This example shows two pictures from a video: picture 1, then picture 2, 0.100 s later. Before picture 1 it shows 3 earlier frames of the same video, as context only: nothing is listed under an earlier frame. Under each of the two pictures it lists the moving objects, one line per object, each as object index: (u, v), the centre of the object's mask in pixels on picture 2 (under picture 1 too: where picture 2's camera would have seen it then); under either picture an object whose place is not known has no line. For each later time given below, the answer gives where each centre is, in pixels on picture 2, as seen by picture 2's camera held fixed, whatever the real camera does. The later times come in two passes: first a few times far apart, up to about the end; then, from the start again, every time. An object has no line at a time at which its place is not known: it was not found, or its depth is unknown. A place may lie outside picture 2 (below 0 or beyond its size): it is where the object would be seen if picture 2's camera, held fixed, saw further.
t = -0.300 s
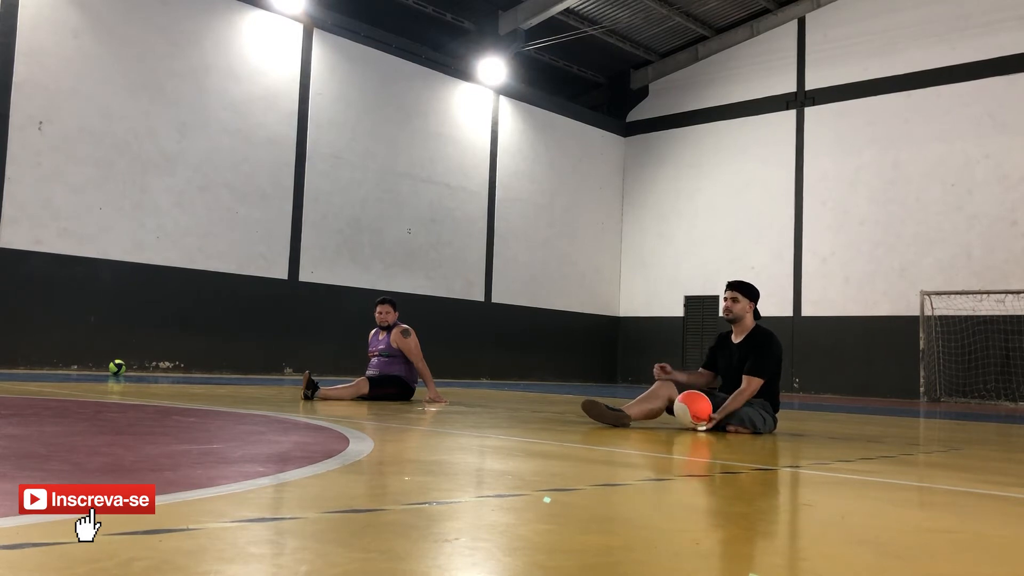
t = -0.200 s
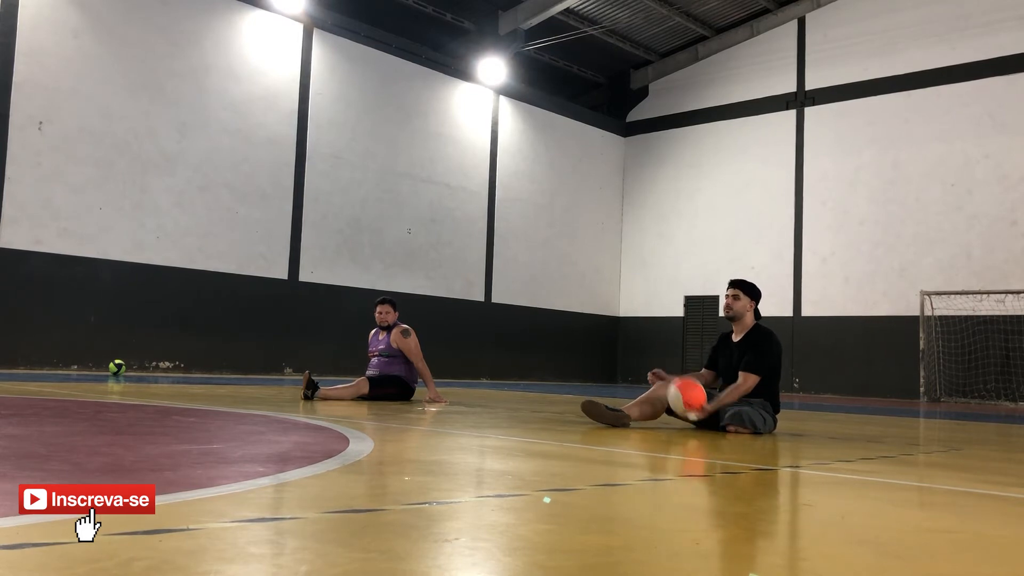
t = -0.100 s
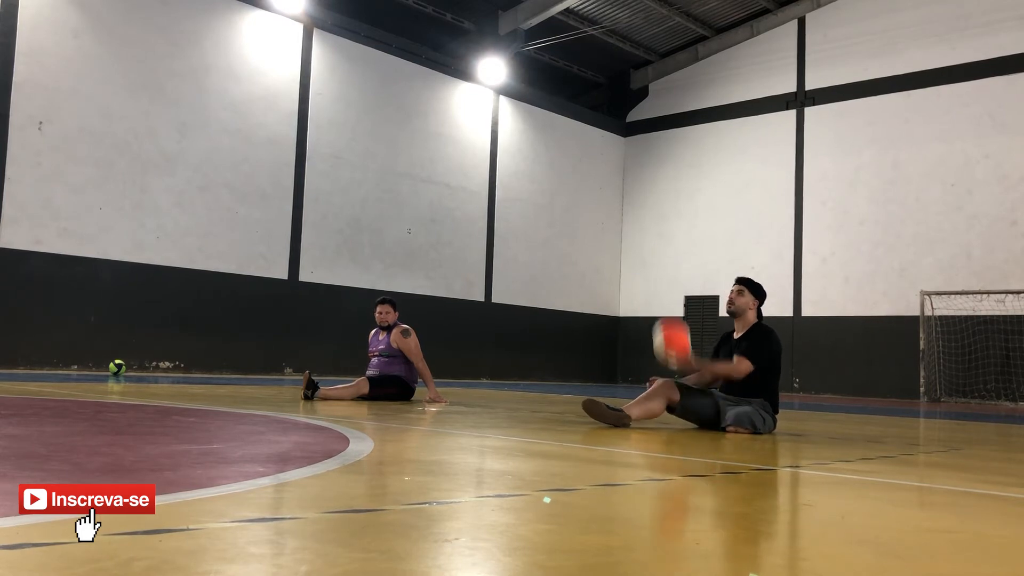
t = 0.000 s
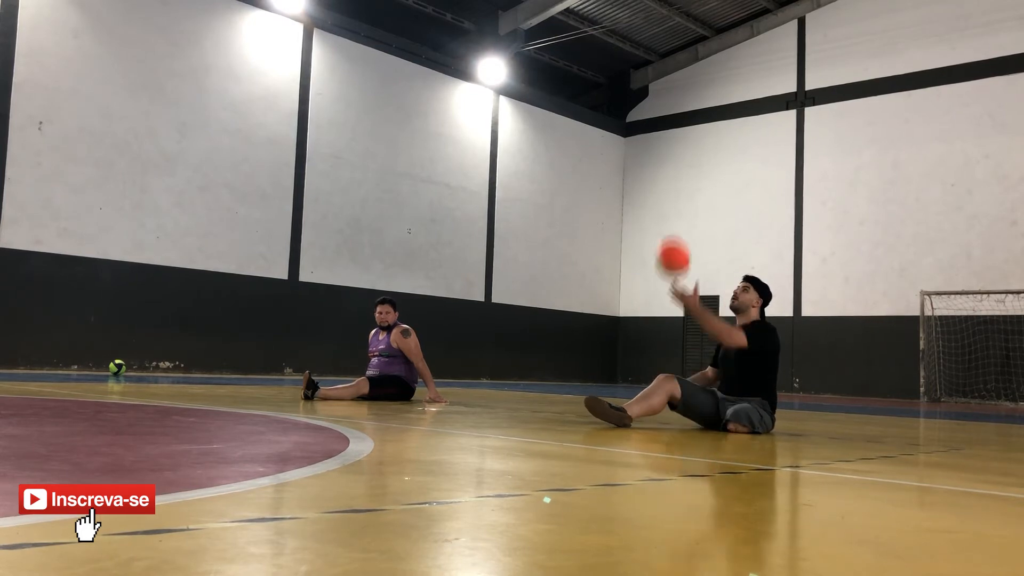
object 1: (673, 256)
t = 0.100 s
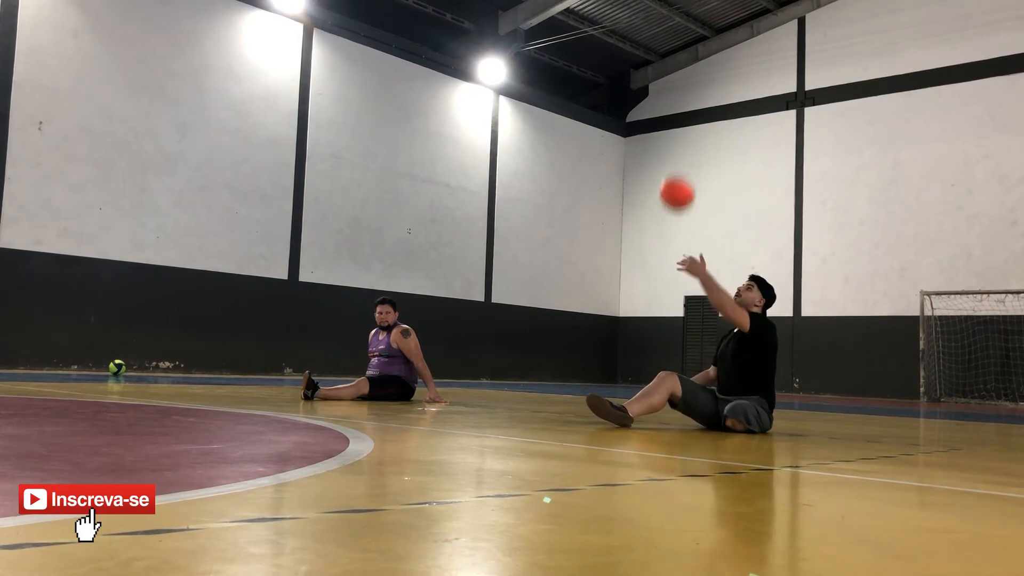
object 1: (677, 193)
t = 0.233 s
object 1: (683, 134)
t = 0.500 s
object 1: (692, 109)
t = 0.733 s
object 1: (696, 181)
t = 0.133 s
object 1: (678, 176)
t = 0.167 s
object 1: (679, 161)
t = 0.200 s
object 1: (680, 148)
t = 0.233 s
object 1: (683, 134)
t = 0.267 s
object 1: (684, 125)
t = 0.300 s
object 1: (685, 117)
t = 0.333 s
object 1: (686, 112)
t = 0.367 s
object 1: (688, 108)
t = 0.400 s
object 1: (689, 106)
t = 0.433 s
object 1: (690, 105)
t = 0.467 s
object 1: (691, 106)
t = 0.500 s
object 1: (692, 109)
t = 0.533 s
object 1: (692, 114)
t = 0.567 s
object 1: (693, 120)
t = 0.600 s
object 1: (694, 128)
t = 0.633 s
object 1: (694, 139)
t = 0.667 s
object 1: (695, 152)
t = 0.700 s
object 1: (696, 165)
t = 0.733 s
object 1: (696, 181)
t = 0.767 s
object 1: (697, 197)
